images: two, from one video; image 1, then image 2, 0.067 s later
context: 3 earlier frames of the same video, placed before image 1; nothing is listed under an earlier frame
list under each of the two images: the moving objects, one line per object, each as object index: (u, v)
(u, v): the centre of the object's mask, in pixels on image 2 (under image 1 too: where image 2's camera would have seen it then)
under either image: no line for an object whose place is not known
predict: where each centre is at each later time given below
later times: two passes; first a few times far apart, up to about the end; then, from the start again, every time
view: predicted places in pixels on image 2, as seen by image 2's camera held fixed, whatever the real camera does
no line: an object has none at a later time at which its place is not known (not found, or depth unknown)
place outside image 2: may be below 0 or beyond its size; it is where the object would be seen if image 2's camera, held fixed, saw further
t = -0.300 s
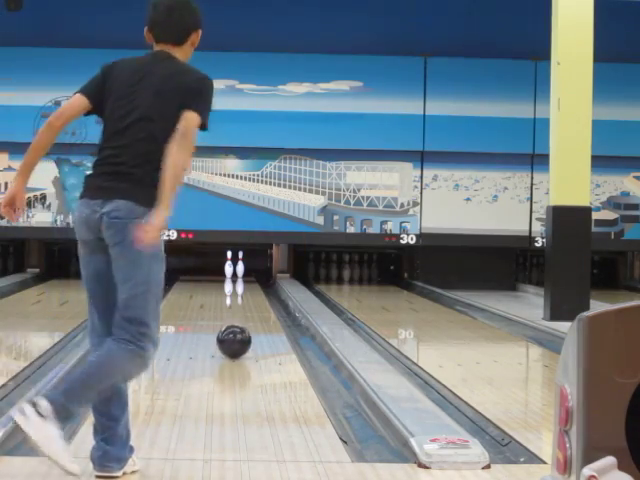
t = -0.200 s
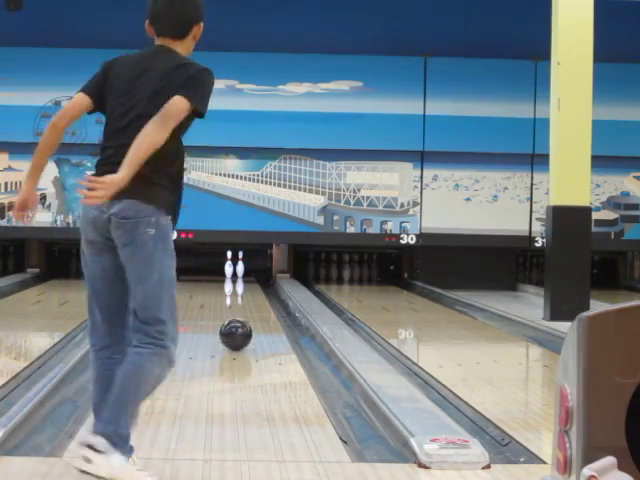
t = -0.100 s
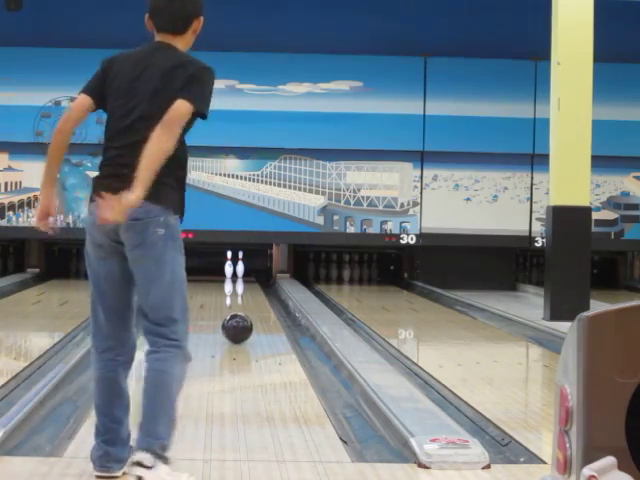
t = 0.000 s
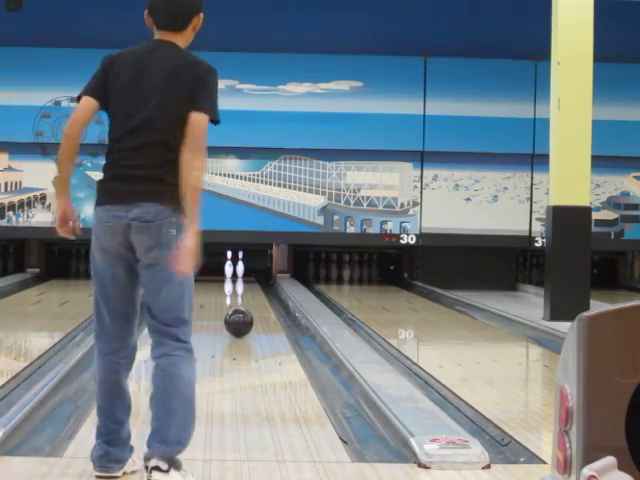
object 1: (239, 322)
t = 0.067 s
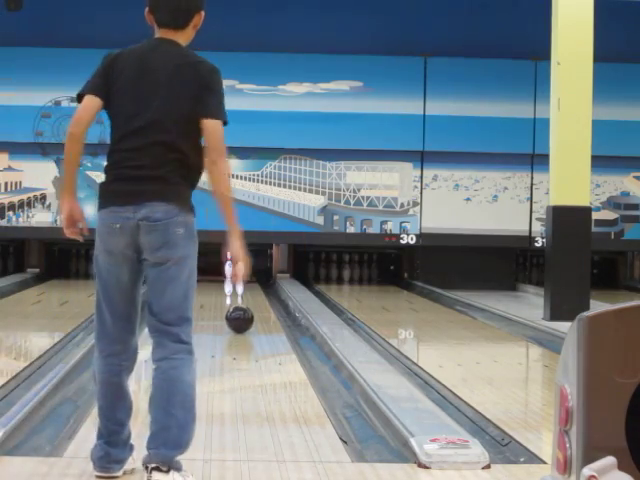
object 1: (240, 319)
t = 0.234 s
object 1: (241, 311)
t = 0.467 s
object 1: (243, 302)
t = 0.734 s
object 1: (244, 294)
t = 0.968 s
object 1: (244, 289)
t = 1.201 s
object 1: (244, 284)
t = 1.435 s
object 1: (242, 280)
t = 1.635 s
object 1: (240, 278)
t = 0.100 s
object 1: (240, 317)
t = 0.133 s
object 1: (240, 315)
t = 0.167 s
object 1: (241, 314)
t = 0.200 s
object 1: (241, 312)
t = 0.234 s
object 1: (241, 311)
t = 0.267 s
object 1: (241, 310)
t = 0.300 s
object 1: (242, 308)
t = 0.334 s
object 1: (242, 307)
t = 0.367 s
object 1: (242, 306)
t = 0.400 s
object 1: (242, 305)
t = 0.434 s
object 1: (243, 303)
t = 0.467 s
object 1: (243, 302)
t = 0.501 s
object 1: (243, 301)
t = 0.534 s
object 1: (243, 300)
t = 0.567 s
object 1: (243, 299)
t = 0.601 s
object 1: (243, 298)
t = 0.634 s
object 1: (243, 297)
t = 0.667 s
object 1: (243, 296)
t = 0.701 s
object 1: (243, 295)
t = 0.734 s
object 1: (244, 294)
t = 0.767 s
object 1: (243, 293)
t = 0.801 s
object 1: (243, 293)
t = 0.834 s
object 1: (243, 291)
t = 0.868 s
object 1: (244, 291)
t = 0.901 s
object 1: (243, 290)
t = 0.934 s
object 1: (244, 289)
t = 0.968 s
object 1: (244, 289)
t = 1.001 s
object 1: (244, 288)
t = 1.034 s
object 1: (244, 287)
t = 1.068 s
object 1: (243, 287)
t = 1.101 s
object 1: (244, 286)
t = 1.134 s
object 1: (243, 285)
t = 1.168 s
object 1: (243, 285)
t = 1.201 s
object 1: (244, 284)
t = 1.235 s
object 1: (243, 283)
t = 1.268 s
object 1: (243, 282)
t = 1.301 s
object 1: (243, 282)
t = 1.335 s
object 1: (242, 281)
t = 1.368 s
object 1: (242, 281)
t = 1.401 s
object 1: (243, 281)
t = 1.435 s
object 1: (242, 280)
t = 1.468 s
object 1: (242, 279)
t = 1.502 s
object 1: (242, 279)
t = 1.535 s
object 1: (241, 279)
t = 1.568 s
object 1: (240, 278)
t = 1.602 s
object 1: (240, 278)
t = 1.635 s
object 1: (240, 278)
